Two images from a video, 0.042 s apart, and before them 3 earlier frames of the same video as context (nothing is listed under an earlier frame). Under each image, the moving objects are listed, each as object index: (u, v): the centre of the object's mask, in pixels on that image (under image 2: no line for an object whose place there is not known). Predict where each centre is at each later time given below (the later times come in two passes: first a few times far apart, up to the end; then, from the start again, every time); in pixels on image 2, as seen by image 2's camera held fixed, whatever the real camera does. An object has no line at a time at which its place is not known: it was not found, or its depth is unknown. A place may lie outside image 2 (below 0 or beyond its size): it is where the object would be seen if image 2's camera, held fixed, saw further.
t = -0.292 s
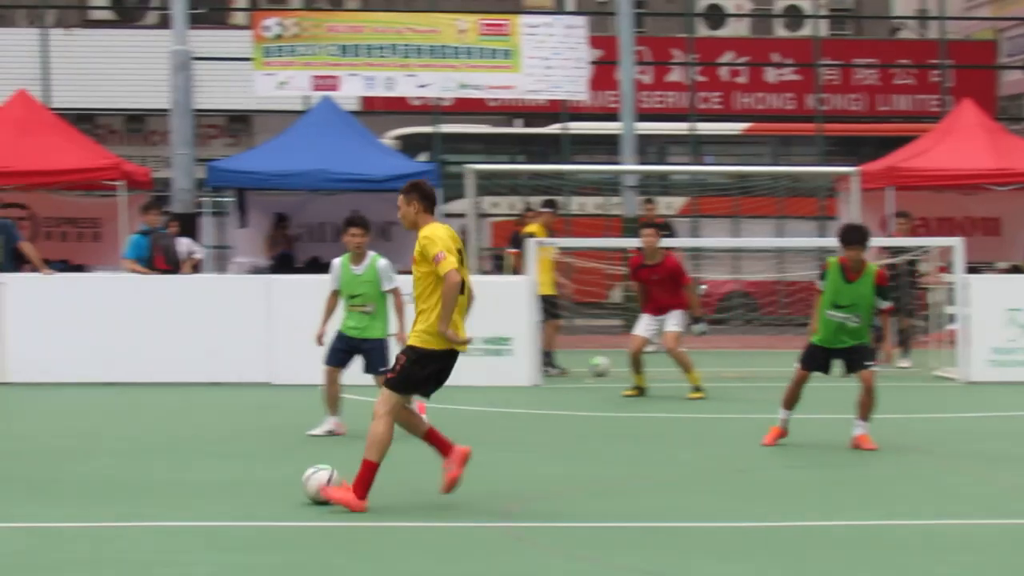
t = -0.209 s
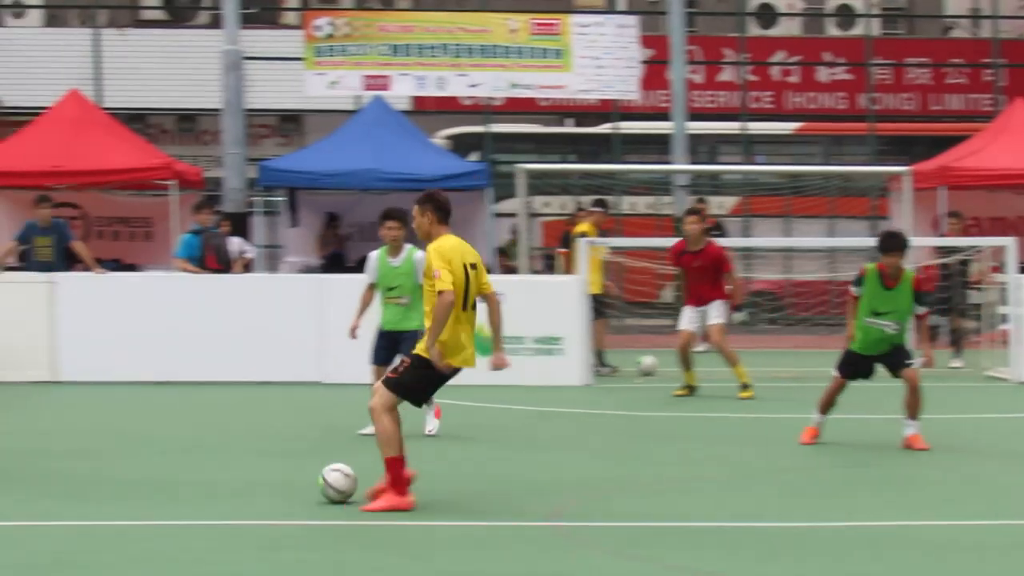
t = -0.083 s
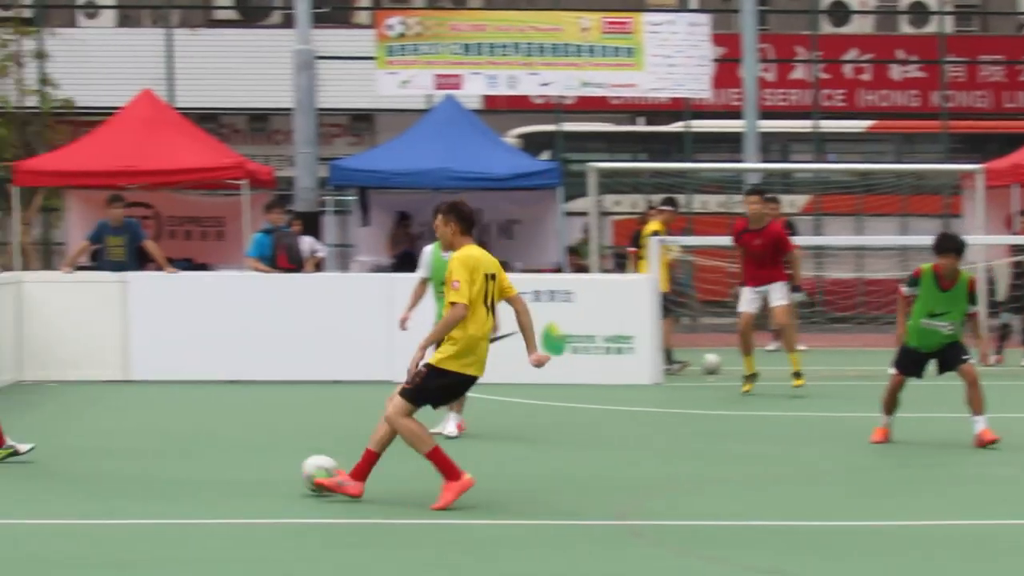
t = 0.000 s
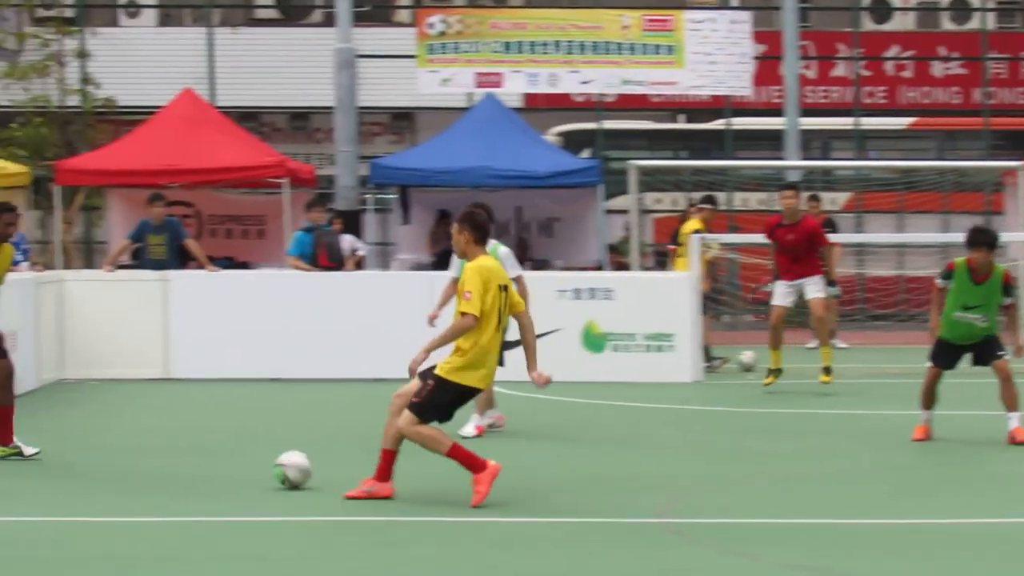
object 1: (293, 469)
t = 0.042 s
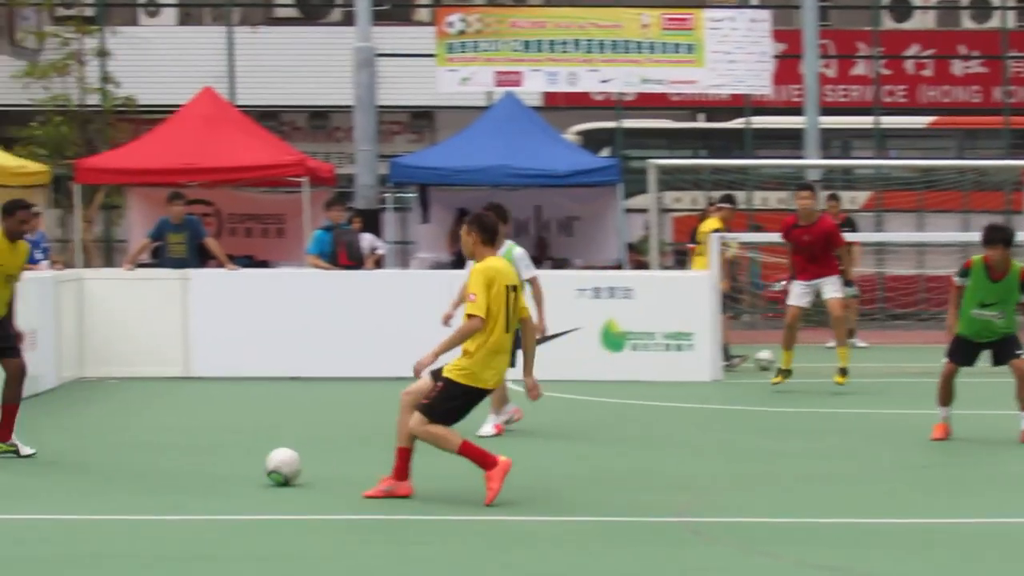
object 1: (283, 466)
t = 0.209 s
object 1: (178, 462)
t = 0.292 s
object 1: (128, 460)
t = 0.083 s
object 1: (256, 464)
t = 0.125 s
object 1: (230, 464)
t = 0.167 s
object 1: (202, 463)
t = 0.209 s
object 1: (178, 462)
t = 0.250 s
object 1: (152, 461)
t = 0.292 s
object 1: (128, 460)
